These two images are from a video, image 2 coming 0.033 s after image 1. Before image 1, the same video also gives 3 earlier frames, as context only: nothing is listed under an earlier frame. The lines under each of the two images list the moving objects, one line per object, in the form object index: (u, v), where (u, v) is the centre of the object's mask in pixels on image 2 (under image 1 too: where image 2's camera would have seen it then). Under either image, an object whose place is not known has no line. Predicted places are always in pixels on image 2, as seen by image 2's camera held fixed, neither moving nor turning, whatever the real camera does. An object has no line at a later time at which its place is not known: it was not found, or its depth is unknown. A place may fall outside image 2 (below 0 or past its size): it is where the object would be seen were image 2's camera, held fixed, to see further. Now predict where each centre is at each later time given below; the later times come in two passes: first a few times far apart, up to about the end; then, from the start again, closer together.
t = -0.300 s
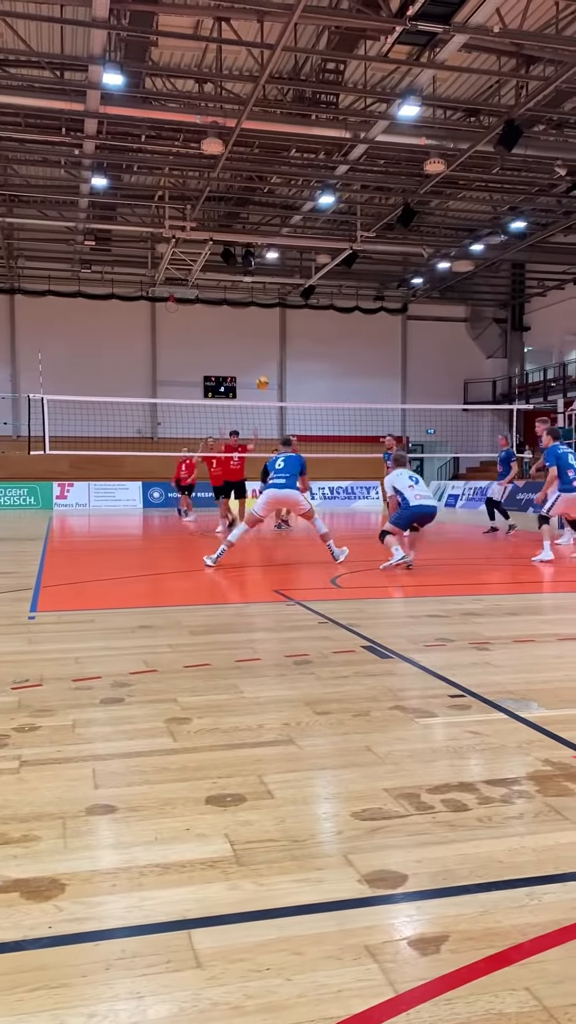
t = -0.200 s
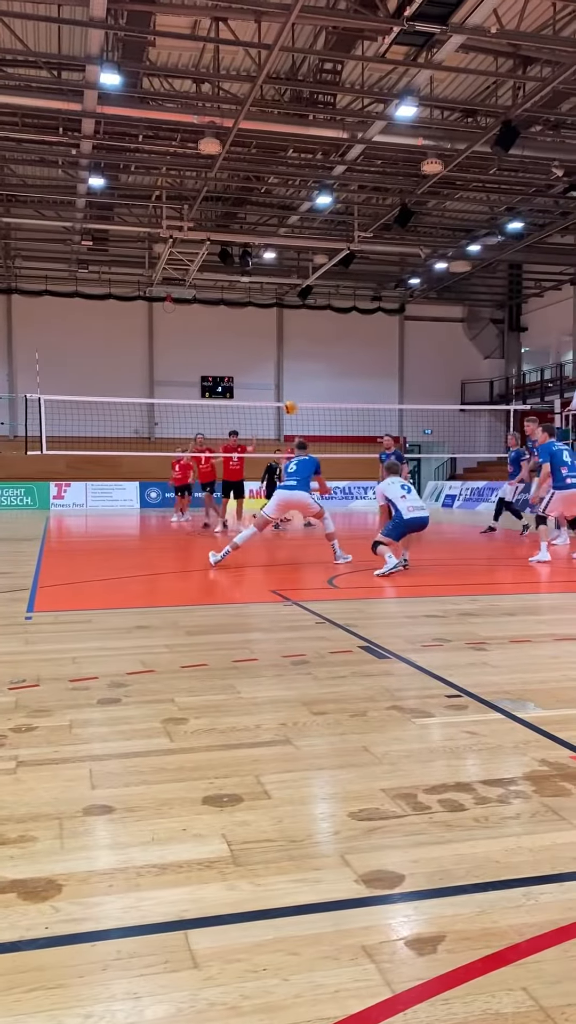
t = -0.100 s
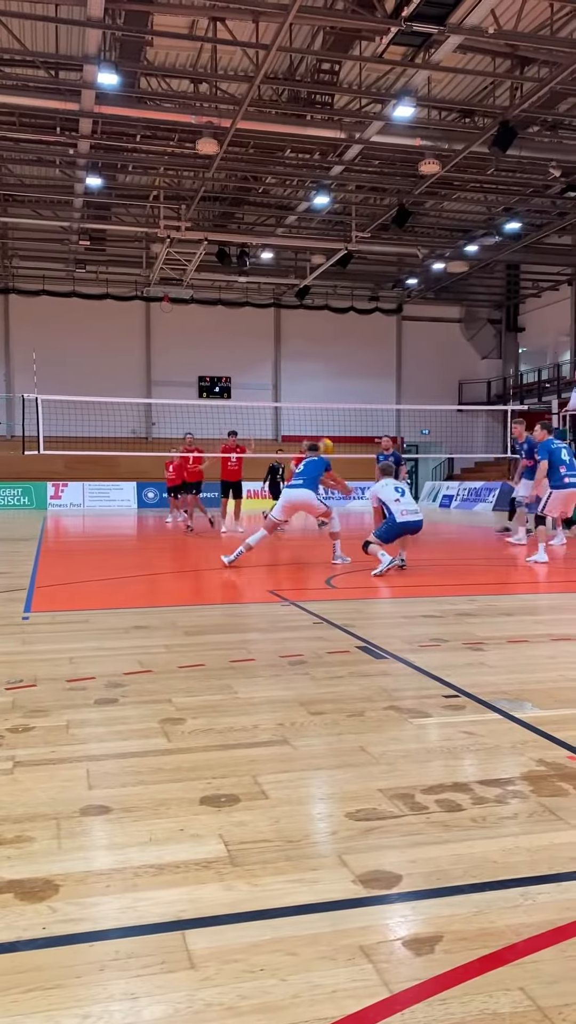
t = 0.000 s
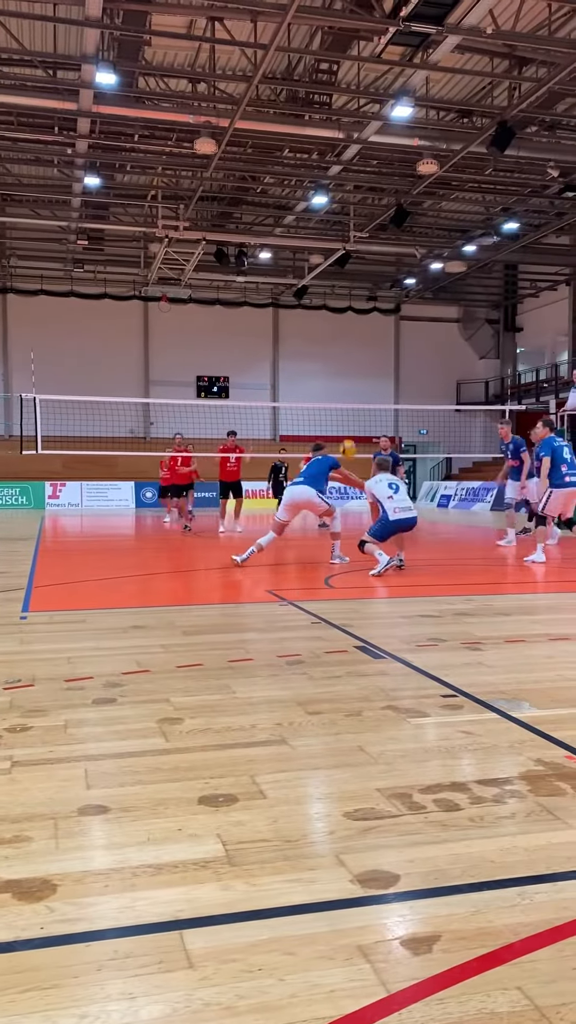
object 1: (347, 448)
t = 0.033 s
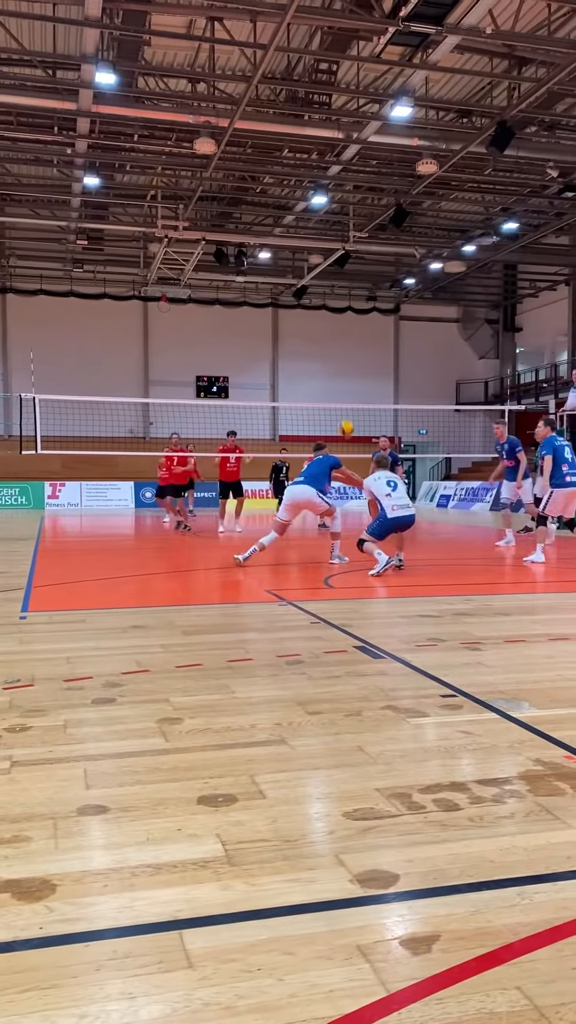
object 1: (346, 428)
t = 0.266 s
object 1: (334, 308)
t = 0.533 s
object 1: (320, 227)
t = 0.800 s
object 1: (307, 203)
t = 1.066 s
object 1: (296, 231)
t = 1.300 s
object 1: (287, 297)
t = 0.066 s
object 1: (345, 409)
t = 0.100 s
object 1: (342, 390)
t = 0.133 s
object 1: (341, 370)
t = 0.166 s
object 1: (338, 354)
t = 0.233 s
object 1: (335, 323)
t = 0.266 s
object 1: (334, 308)
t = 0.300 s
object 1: (332, 295)
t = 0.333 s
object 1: (331, 283)
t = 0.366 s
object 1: (329, 271)
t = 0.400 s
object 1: (327, 261)
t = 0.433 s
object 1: (326, 251)
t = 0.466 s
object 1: (324, 242)
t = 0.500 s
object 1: (323, 234)
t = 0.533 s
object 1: (320, 227)
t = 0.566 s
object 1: (319, 222)
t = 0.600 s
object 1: (317, 217)
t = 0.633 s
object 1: (316, 213)
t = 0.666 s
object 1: (315, 210)
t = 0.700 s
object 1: (313, 207)
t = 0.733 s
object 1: (311, 205)
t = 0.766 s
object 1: (309, 204)
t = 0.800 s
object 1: (307, 203)
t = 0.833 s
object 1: (306, 204)
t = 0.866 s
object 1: (306, 206)
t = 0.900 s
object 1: (304, 208)
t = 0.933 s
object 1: (303, 210)
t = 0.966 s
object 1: (301, 216)
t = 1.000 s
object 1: (300, 219)
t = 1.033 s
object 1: (298, 225)
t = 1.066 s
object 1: (296, 231)
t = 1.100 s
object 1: (295, 238)
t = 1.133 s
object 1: (294, 246)
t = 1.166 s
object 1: (292, 255)
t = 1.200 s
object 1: (290, 265)
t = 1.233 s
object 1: (289, 274)
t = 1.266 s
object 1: (288, 285)
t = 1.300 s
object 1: (287, 297)
